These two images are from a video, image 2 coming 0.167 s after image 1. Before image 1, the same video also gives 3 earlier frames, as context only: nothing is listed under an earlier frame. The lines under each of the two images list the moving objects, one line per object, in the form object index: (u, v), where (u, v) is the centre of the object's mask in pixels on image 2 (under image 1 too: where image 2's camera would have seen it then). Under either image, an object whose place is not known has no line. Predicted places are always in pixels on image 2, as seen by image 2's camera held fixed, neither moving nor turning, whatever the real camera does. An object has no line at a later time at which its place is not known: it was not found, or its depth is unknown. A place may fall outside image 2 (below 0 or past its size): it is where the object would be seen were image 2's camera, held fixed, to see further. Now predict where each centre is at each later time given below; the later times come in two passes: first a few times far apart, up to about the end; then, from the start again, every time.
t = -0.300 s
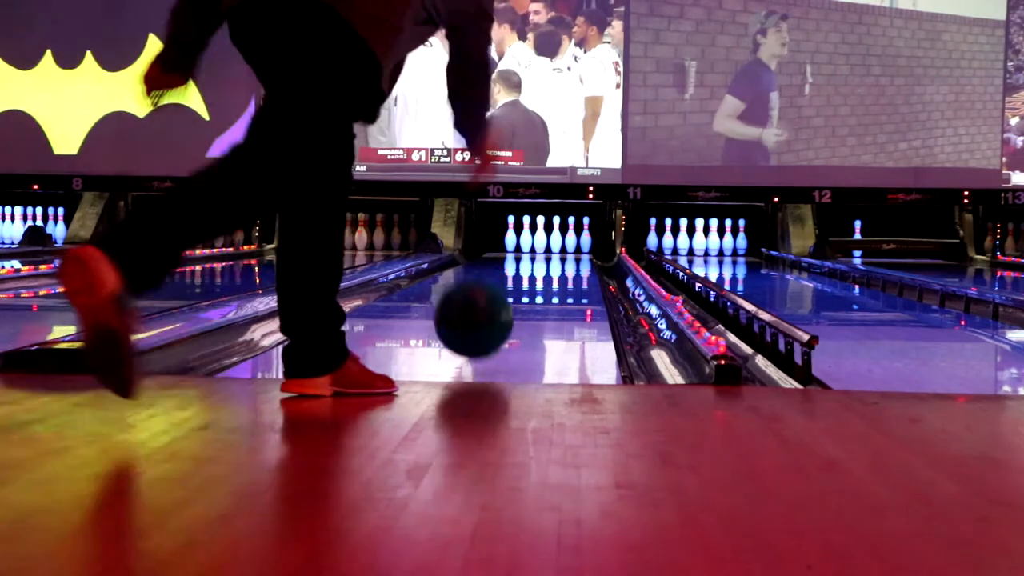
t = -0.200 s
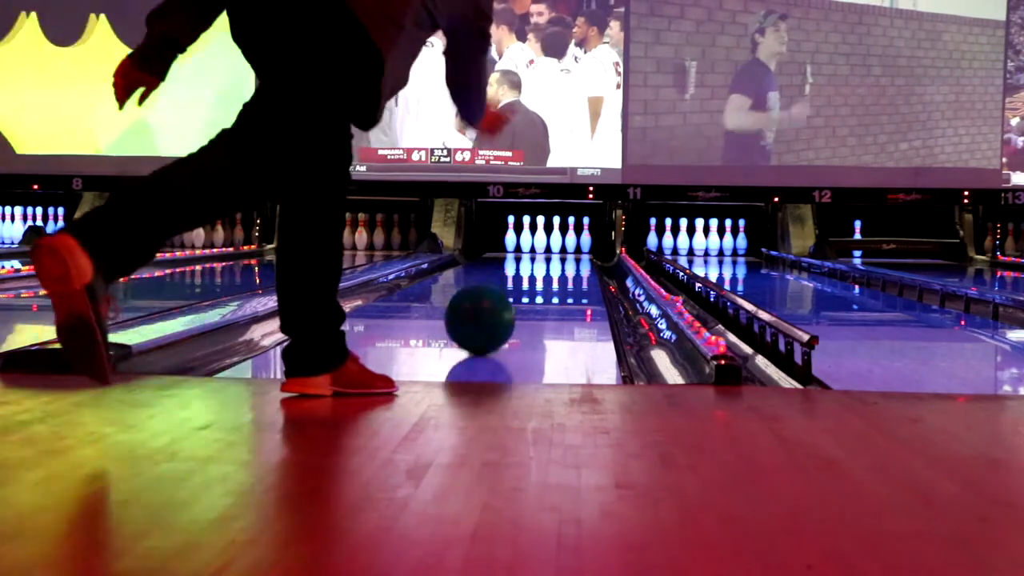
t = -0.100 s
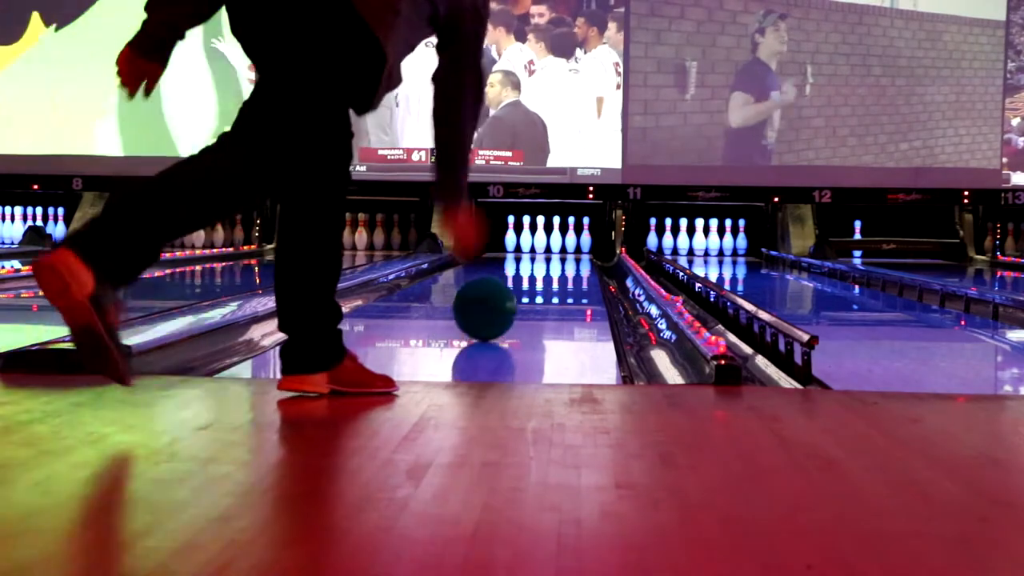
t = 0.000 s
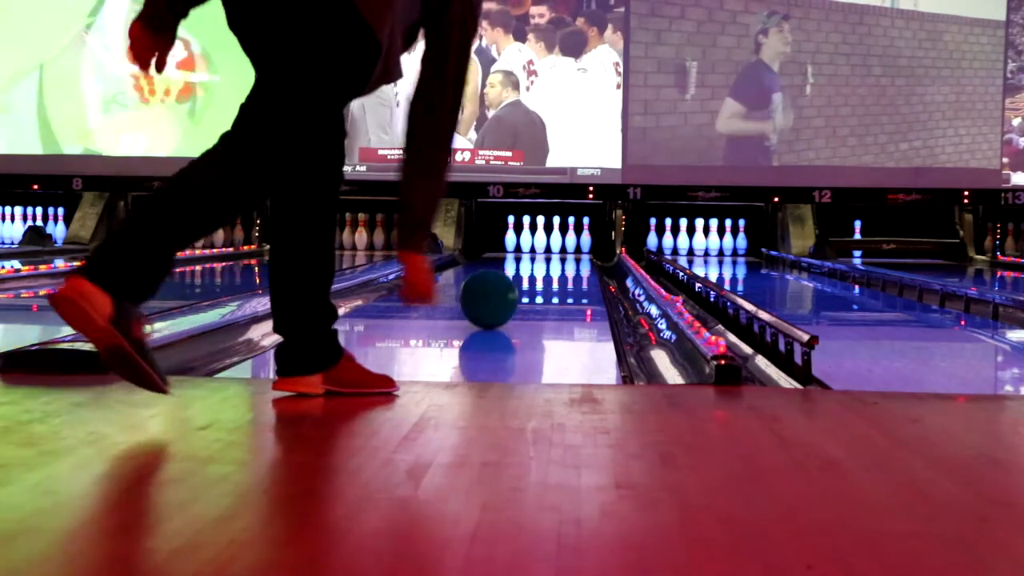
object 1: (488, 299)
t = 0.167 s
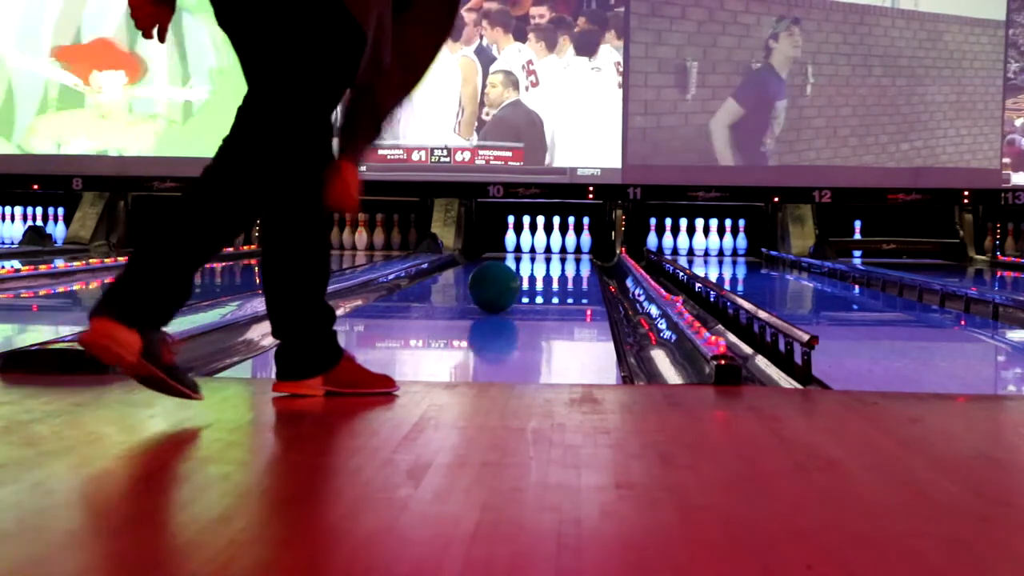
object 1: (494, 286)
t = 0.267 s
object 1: (496, 281)
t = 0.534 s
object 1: (501, 272)
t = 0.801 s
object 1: (504, 264)
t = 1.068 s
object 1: (506, 258)
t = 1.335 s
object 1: (508, 254)
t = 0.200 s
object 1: (495, 285)
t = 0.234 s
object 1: (495, 283)
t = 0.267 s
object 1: (496, 281)
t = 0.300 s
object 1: (497, 280)
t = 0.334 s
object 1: (497, 278)
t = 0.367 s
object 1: (498, 277)
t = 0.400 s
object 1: (498, 276)
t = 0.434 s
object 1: (499, 275)
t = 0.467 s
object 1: (500, 273)
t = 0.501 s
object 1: (500, 273)
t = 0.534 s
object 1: (501, 272)
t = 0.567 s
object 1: (501, 270)
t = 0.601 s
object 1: (502, 269)
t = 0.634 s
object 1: (502, 268)
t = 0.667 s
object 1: (502, 267)
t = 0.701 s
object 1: (503, 266)
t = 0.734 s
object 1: (503, 265)
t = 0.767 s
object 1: (504, 264)
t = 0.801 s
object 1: (504, 264)
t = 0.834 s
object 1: (504, 263)
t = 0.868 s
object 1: (505, 262)
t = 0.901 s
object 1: (505, 262)
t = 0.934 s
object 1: (505, 261)
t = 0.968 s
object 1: (505, 260)
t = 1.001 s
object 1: (505, 259)
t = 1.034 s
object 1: (506, 259)
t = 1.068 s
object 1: (506, 258)
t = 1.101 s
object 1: (506, 257)
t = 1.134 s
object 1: (507, 257)
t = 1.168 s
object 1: (507, 256)
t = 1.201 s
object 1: (507, 255)
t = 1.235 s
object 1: (507, 255)
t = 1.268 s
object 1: (507, 254)
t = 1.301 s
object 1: (507, 254)
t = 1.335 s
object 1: (508, 254)
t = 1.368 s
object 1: (508, 254)
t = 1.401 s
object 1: (508, 252)
